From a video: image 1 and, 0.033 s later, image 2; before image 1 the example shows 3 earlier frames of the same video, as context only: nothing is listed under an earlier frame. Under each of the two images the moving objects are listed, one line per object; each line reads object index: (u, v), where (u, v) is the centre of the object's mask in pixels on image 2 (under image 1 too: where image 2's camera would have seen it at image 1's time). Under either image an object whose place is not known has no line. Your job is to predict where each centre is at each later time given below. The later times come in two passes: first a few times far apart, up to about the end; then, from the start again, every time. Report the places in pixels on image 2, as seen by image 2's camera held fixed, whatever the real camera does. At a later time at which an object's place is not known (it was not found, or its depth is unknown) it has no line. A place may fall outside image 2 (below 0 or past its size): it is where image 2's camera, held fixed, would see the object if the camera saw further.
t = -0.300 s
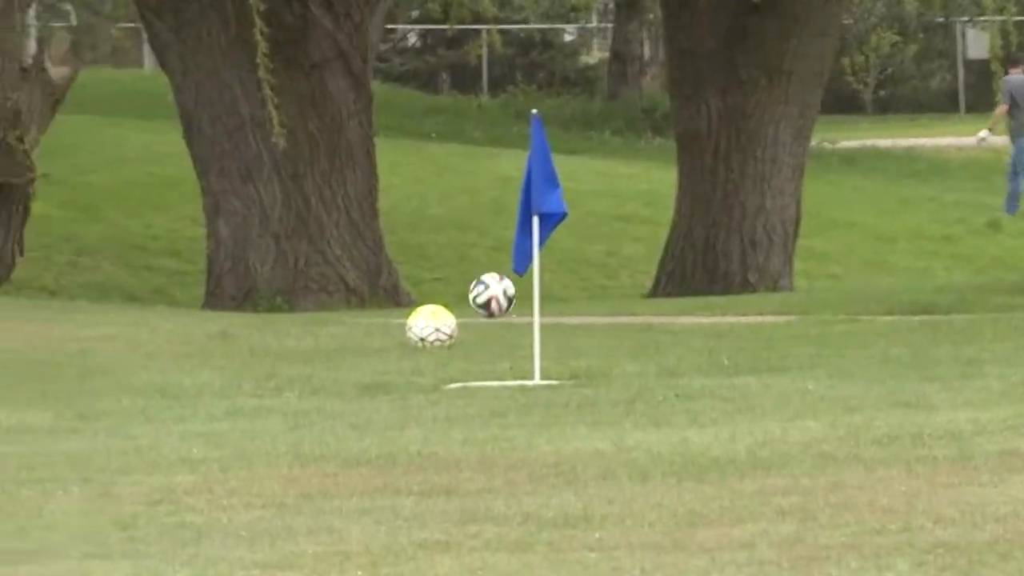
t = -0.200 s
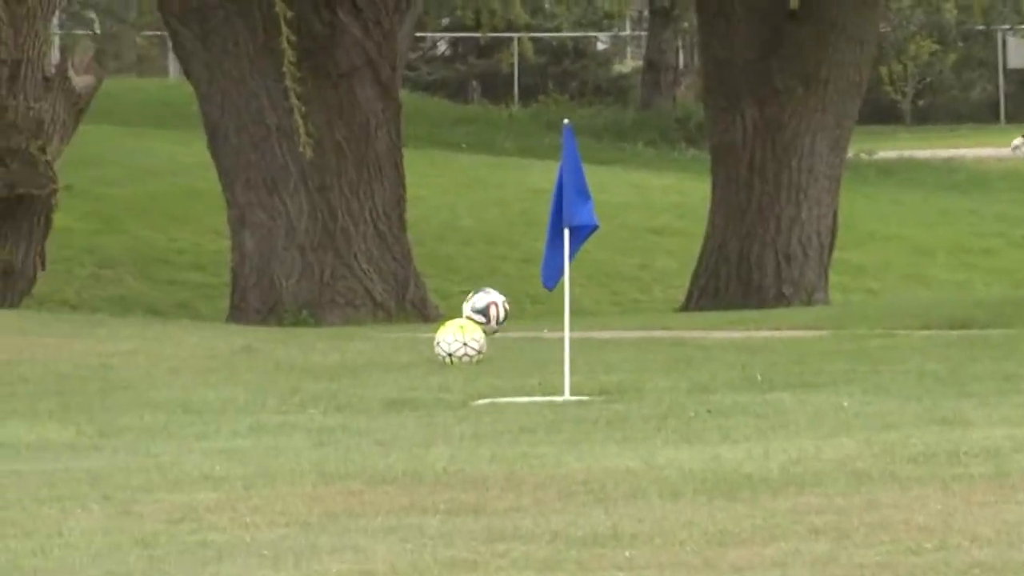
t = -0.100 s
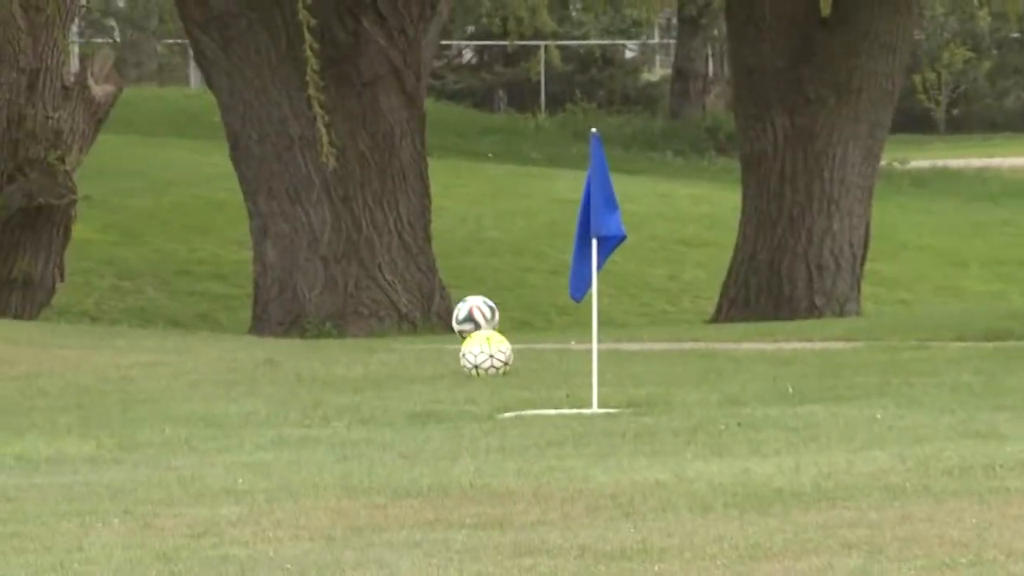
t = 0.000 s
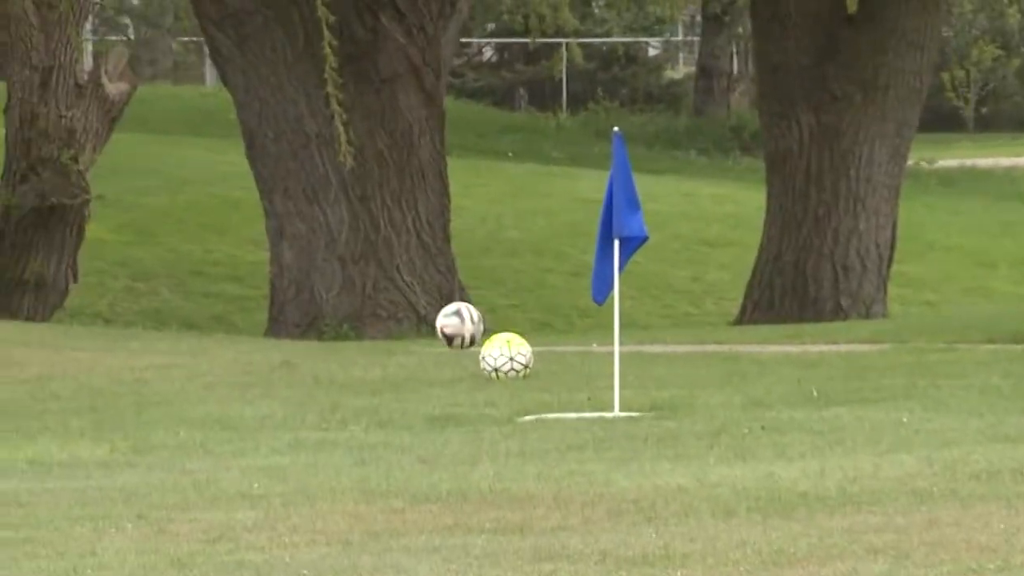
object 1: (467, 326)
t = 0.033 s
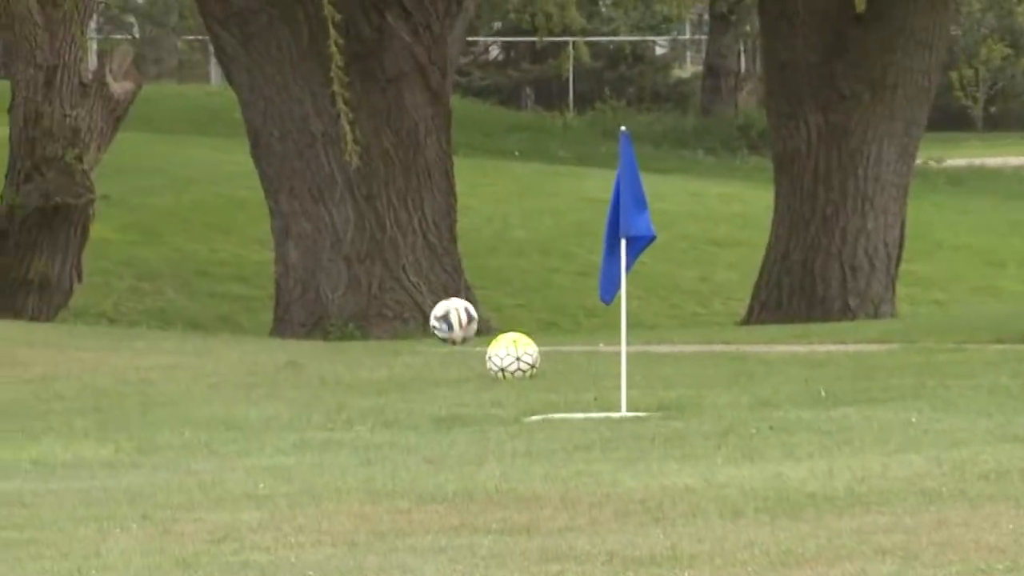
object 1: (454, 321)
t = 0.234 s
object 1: (383, 312)
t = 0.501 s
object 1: (306, 315)
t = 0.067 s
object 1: (443, 320)
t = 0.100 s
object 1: (431, 321)
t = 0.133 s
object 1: (419, 322)
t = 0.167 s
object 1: (407, 324)
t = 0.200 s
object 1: (395, 321)
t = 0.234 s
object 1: (383, 312)
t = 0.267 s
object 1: (375, 308)
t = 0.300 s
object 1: (363, 310)
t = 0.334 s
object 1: (353, 315)
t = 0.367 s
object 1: (343, 319)
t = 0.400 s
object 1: (334, 314)
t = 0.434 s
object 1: (323, 311)
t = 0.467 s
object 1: (316, 309)
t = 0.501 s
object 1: (306, 315)
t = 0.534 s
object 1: (293, 319)
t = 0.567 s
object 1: (286, 327)
